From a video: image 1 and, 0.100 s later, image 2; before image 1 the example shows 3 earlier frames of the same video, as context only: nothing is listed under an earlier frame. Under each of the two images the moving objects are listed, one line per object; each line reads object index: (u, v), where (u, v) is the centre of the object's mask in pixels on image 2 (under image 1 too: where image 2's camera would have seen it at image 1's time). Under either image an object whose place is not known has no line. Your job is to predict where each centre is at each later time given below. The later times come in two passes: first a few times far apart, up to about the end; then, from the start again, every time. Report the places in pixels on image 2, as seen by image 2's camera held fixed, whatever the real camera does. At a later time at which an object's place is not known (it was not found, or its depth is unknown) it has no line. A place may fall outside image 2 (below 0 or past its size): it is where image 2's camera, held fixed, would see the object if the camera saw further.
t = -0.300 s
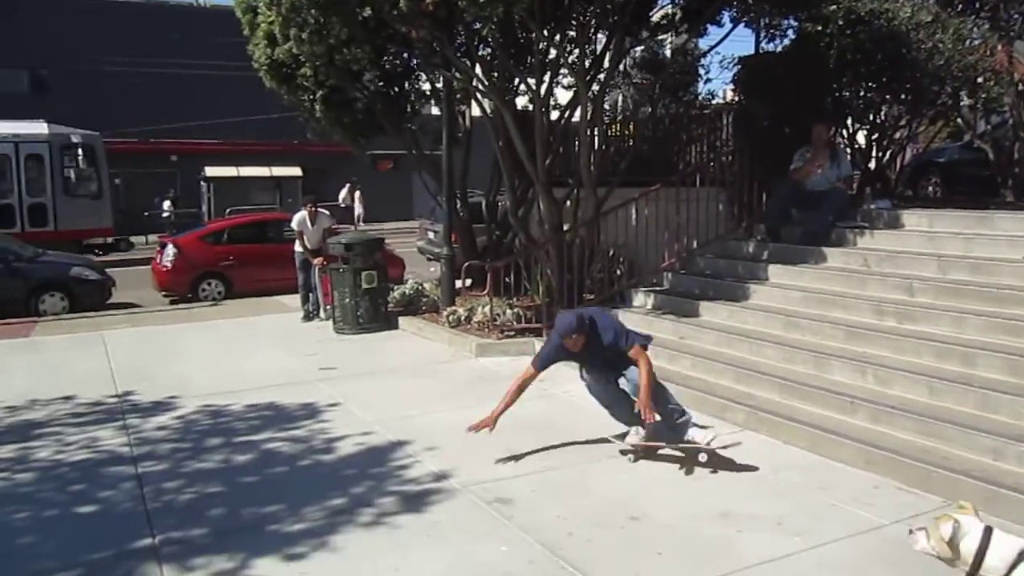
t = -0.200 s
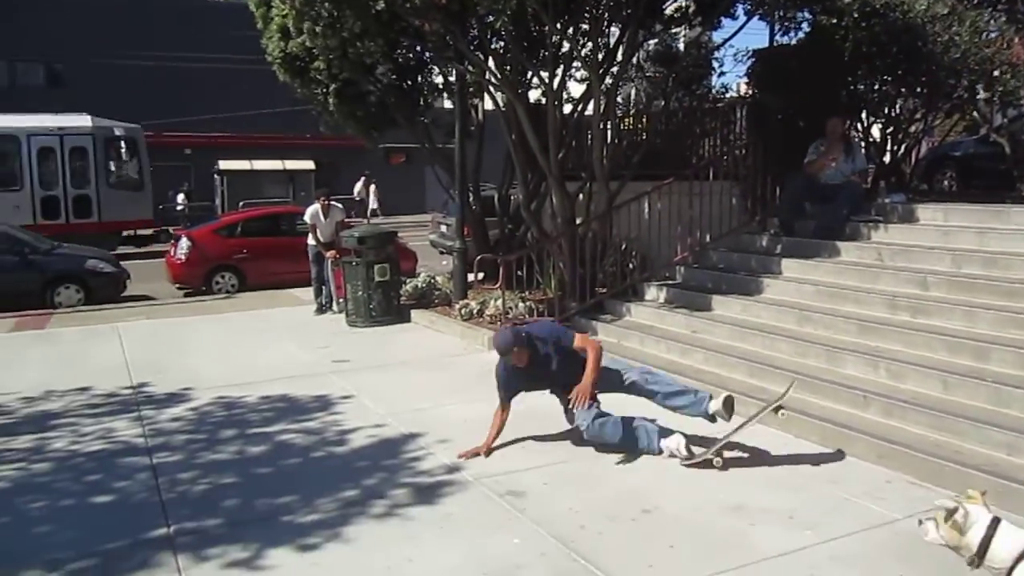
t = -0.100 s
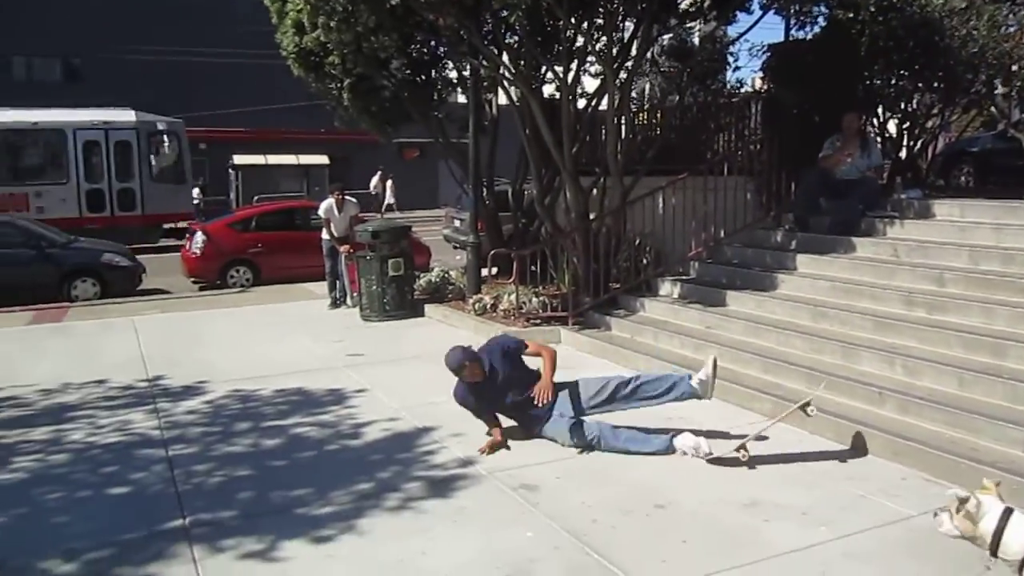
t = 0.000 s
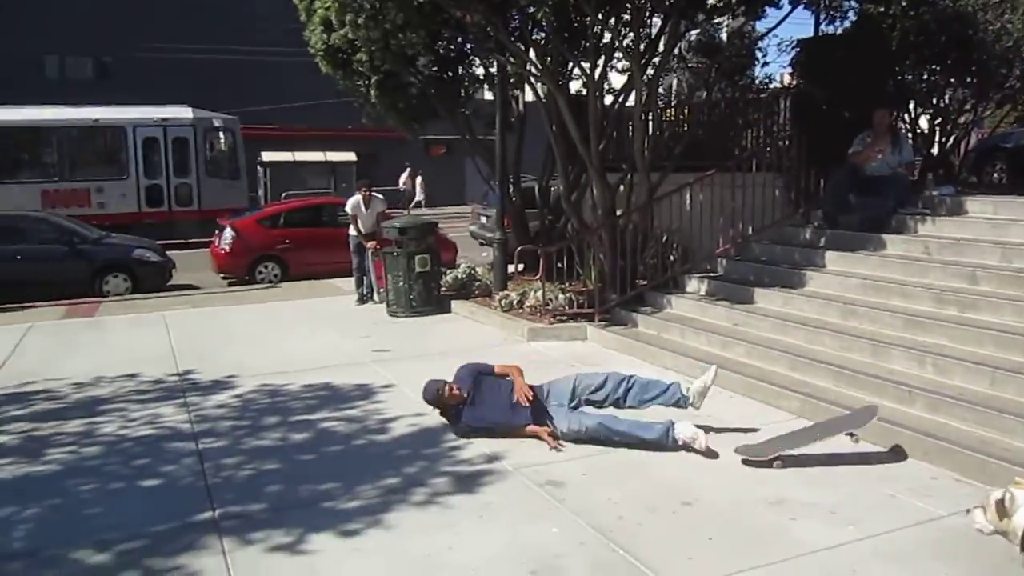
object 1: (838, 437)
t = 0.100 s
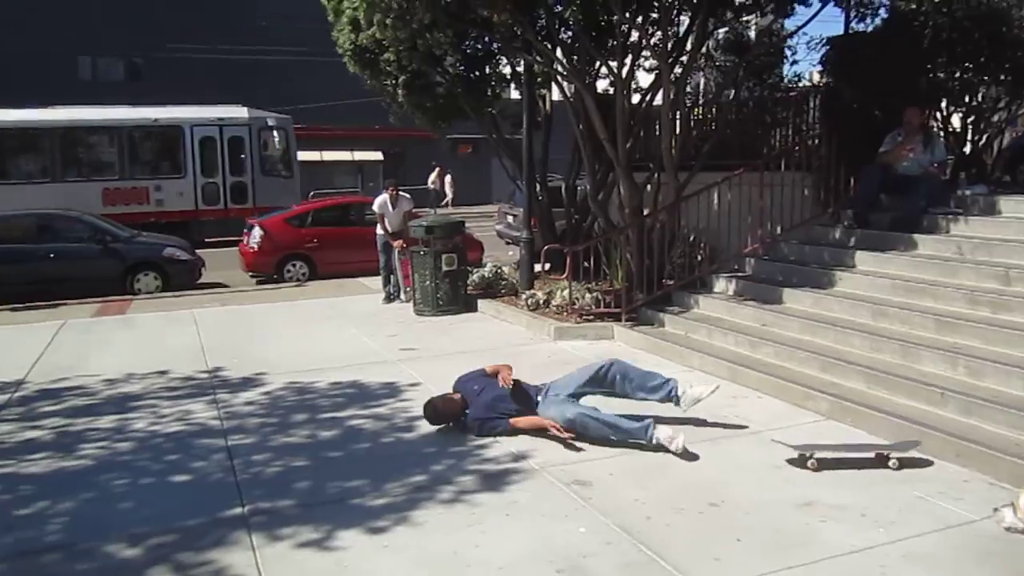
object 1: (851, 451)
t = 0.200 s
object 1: (858, 447)
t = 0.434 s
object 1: (862, 449)
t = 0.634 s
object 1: (853, 450)
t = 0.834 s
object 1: (854, 450)
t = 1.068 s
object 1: (854, 450)
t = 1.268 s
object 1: (850, 450)
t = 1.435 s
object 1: (847, 451)
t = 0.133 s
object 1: (854, 448)
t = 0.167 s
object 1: (855, 447)
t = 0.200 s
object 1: (858, 447)
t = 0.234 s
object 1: (860, 447)
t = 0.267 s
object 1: (861, 449)
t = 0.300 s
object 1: (863, 448)
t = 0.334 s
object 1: (864, 448)
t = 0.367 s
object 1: (862, 449)
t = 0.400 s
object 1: (861, 449)
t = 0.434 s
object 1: (862, 449)
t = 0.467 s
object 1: (862, 449)
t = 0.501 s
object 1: (860, 450)
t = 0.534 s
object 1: (857, 450)
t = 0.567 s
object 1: (855, 450)
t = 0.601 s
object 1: (853, 450)
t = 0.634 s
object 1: (853, 450)
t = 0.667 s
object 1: (853, 450)
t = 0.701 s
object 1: (852, 451)
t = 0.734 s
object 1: (853, 450)
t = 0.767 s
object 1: (852, 450)
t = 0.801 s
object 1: (853, 450)
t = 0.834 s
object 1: (854, 450)
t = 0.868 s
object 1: (854, 450)
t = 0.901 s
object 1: (856, 450)
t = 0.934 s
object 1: (856, 449)
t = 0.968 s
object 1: (856, 450)
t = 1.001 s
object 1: (856, 450)
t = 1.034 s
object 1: (856, 450)
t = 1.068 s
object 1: (854, 450)
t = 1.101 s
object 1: (854, 449)
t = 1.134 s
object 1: (853, 450)
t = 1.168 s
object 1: (852, 450)
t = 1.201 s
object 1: (852, 450)
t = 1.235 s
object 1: (851, 450)
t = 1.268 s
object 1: (850, 450)
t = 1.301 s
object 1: (849, 450)
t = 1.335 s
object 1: (849, 450)
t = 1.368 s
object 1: (848, 451)
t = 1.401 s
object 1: (847, 451)
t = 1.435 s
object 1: (847, 451)
